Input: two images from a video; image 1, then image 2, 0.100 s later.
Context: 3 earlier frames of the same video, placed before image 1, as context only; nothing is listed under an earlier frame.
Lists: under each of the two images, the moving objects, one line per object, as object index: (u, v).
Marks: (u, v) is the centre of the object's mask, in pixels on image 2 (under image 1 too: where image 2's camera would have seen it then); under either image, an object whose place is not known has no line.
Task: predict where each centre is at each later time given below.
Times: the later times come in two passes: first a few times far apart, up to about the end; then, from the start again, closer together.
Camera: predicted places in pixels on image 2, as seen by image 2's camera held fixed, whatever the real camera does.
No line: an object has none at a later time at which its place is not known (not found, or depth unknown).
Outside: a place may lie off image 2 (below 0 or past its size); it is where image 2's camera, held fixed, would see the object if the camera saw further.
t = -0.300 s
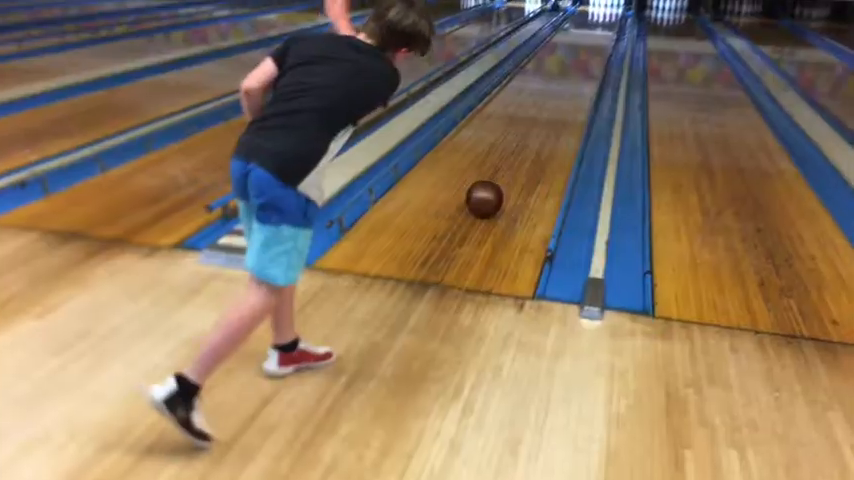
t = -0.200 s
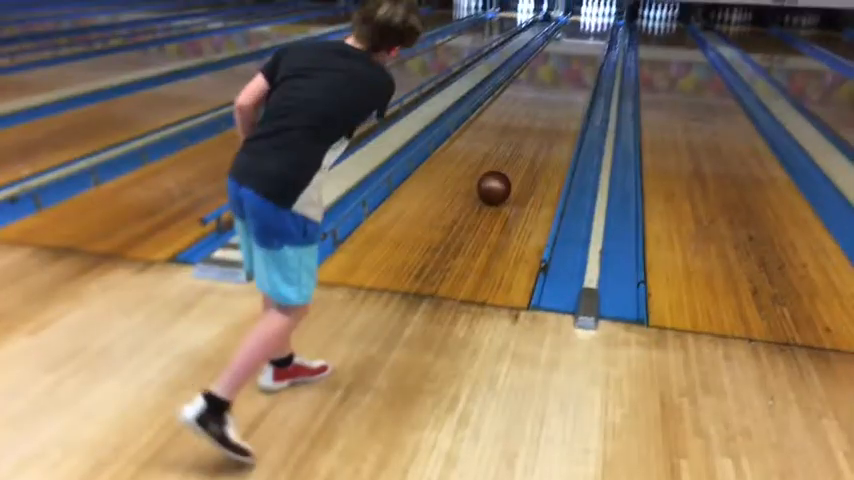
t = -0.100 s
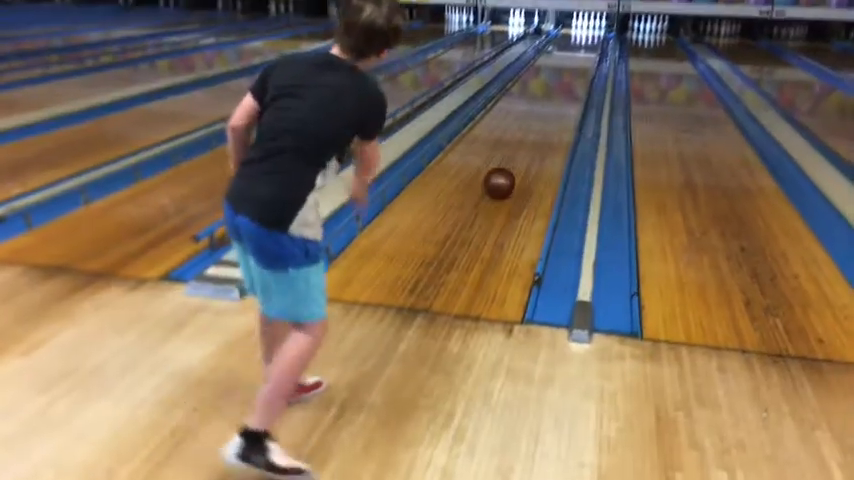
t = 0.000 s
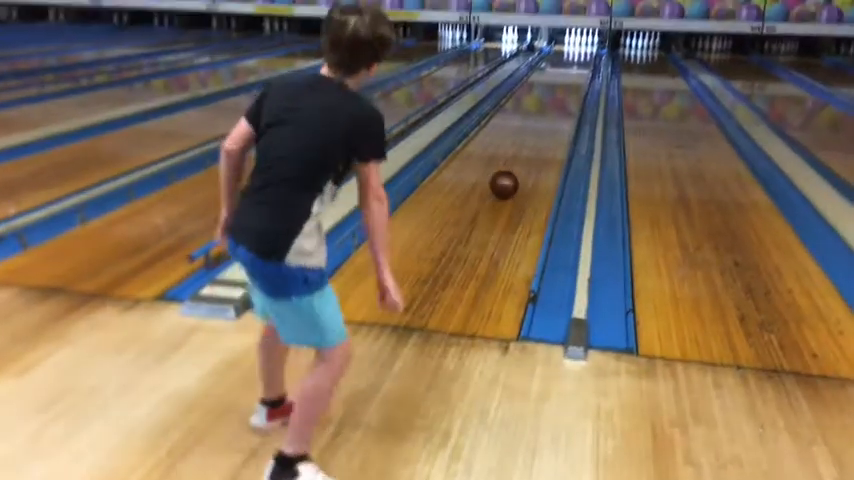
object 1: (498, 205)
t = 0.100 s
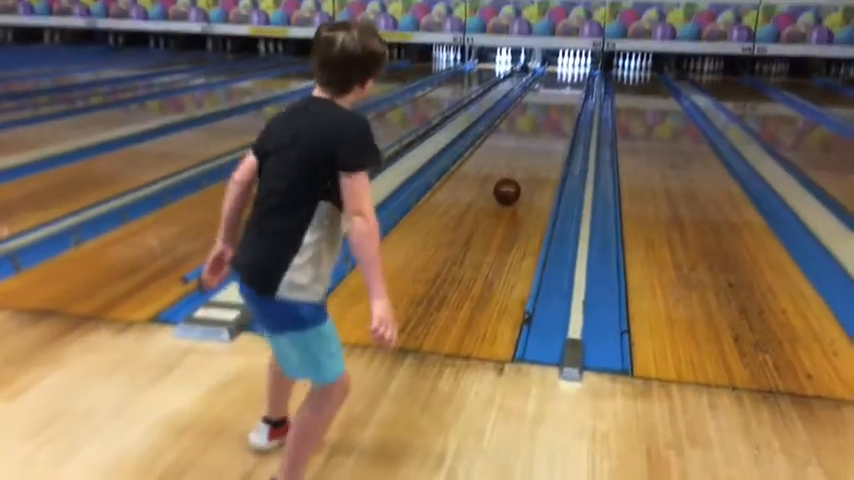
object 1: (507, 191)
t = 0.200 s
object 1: (514, 180)
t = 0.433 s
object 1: (528, 158)
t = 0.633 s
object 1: (536, 144)
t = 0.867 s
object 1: (544, 131)
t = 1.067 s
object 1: (548, 121)
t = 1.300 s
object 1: (552, 114)
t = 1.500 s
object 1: (555, 107)
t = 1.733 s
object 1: (558, 101)
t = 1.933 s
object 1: (560, 96)
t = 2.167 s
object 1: (561, 92)
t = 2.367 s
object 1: (562, 87)
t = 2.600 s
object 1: (562, 84)
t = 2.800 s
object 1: (562, 82)
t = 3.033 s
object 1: (562, 80)
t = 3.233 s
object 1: (563, 76)
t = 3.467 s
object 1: (563, 75)
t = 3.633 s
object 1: (564, 72)
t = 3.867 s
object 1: (564, 69)
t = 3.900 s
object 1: (564, 70)
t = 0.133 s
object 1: (509, 187)
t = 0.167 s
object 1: (512, 184)
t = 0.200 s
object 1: (514, 180)
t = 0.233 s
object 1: (516, 176)
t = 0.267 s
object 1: (518, 173)
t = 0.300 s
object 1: (521, 170)
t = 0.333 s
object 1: (522, 167)
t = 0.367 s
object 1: (524, 164)
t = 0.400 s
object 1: (526, 161)
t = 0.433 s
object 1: (528, 158)
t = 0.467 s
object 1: (529, 156)
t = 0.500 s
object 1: (531, 153)
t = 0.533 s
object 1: (532, 151)
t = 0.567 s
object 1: (534, 149)
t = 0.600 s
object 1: (535, 146)
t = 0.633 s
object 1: (536, 144)
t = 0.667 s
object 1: (537, 142)
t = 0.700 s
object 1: (538, 140)
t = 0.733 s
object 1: (540, 138)
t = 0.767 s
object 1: (540, 136)
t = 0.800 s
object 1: (542, 135)
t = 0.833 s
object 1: (543, 133)
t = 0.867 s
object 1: (544, 131)
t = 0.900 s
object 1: (544, 130)
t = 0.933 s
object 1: (545, 128)
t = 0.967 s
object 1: (546, 128)
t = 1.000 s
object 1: (547, 125)
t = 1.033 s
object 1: (547, 124)
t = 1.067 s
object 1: (548, 121)
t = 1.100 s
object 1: (549, 120)
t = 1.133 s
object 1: (550, 119)
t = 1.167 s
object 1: (550, 118)
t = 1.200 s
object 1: (551, 117)
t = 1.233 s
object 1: (551, 116)
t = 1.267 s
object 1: (552, 115)
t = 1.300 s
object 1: (552, 114)
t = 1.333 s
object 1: (553, 112)
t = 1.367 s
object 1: (553, 112)
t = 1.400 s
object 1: (554, 111)
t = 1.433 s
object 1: (554, 110)
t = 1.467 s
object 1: (555, 108)
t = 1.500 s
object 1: (555, 107)
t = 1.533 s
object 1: (555, 106)
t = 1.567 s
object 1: (556, 105)
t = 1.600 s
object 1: (556, 105)
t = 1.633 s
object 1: (557, 104)
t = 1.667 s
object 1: (557, 103)
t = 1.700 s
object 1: (557, 102)
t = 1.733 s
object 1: (558, 101)
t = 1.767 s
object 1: (558, 101)
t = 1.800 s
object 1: (559, 99)
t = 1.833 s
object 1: (559, 98)
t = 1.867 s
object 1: (559, 98)
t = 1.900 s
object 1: (559, 97)
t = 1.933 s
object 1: (560, 96)
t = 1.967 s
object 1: (560, 96)
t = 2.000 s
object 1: (560, 95)
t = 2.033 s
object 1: (560, 95)
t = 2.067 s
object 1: (560, 94)
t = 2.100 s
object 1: (561, 94)
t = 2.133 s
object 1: (561, 93)
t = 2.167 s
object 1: (561, 92)
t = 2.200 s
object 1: (561, 91)
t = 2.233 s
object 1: (561, 90)
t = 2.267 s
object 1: (561, 90)
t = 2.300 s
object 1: (562, 89)
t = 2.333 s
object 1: (562, 88)
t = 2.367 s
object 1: (562, 87)
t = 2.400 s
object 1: (562, 87)
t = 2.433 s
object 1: (562, 86)
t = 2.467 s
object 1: (562, 86)
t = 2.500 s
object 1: (562, 86)
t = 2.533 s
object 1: (562, 85)
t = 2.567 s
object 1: (562, 84)
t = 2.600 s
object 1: (562, 84)
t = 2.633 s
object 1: (563, 83)
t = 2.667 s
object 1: (563, 84)
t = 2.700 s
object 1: (563, 83)
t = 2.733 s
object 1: (563, 83)
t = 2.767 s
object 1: (562, 82)
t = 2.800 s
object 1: (562, 82)
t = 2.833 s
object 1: (562, 81)
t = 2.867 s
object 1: (562, 81)
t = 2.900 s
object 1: (562, 81)
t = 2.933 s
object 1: (562, 80)
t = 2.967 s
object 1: (563, 80)
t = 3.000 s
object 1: (563, 80)
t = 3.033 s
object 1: (562, 80)
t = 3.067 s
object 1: (563, 79)
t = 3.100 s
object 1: (563, 78)
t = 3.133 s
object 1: (563, 77)
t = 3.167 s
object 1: (563, 77)
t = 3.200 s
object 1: (563, 77)
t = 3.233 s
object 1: (563, 76)
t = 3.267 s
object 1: (563, 76)
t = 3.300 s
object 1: (563, 76)
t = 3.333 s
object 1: (563, 75)
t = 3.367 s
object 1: (563, 75)
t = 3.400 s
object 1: (563, 75)
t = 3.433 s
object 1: (563, 74)
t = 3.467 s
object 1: (563, 75)
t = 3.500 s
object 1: (562, 74)
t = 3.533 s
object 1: (563, 73)
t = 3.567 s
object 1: (564, 73)
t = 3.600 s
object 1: (564, 73)
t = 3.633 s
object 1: (564, 72)
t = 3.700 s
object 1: (564, 72)
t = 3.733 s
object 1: (564, 71)
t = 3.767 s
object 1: (564, 71)
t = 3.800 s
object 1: (564, 70)
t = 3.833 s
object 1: (564, 70)
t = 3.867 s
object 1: (564, 69)
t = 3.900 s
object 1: (564, 70)
